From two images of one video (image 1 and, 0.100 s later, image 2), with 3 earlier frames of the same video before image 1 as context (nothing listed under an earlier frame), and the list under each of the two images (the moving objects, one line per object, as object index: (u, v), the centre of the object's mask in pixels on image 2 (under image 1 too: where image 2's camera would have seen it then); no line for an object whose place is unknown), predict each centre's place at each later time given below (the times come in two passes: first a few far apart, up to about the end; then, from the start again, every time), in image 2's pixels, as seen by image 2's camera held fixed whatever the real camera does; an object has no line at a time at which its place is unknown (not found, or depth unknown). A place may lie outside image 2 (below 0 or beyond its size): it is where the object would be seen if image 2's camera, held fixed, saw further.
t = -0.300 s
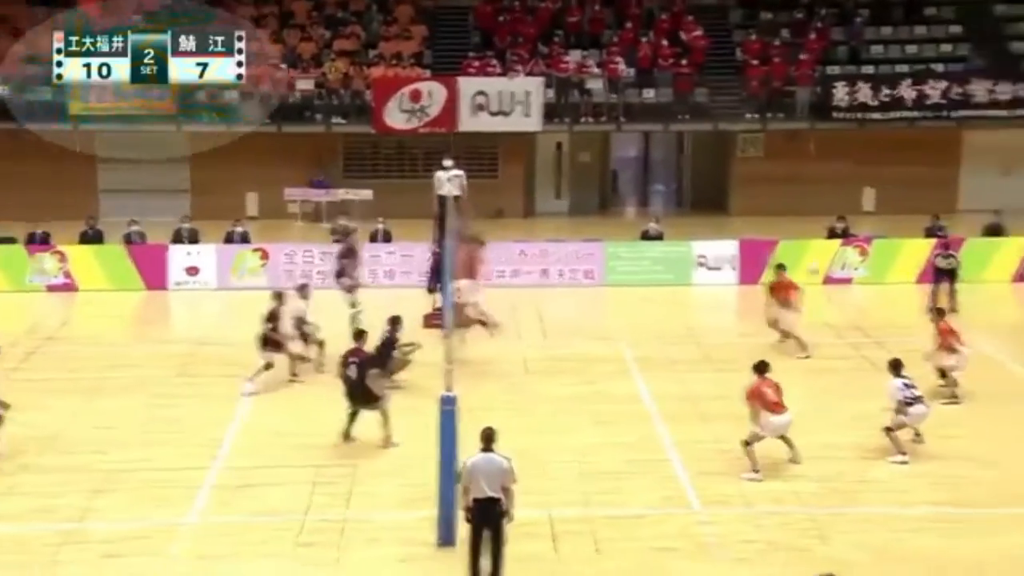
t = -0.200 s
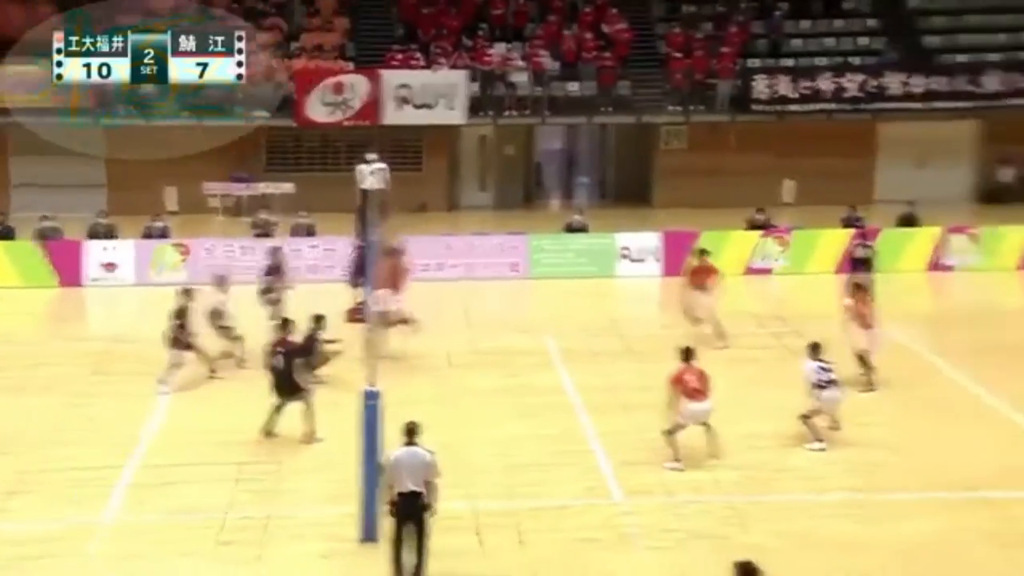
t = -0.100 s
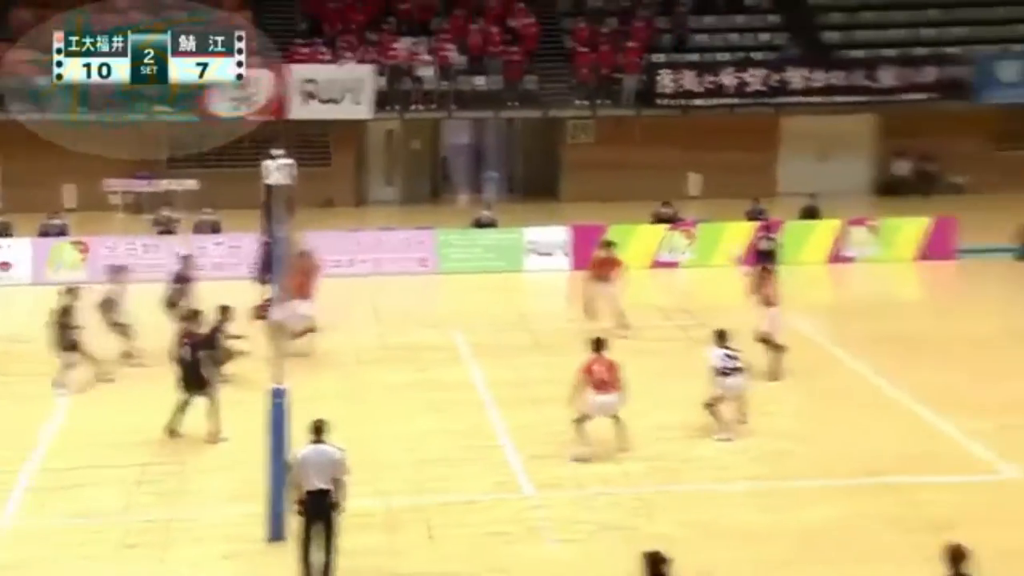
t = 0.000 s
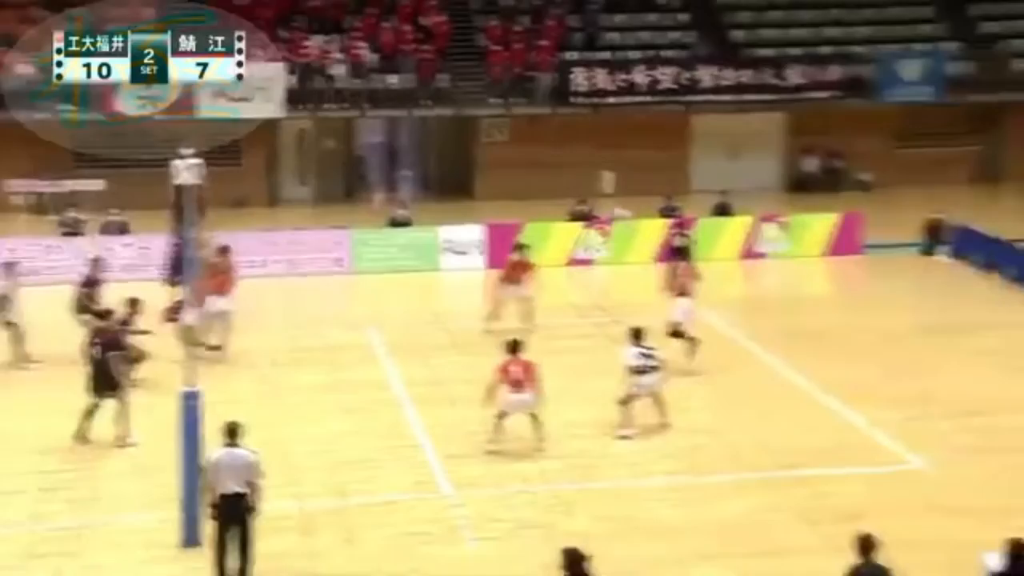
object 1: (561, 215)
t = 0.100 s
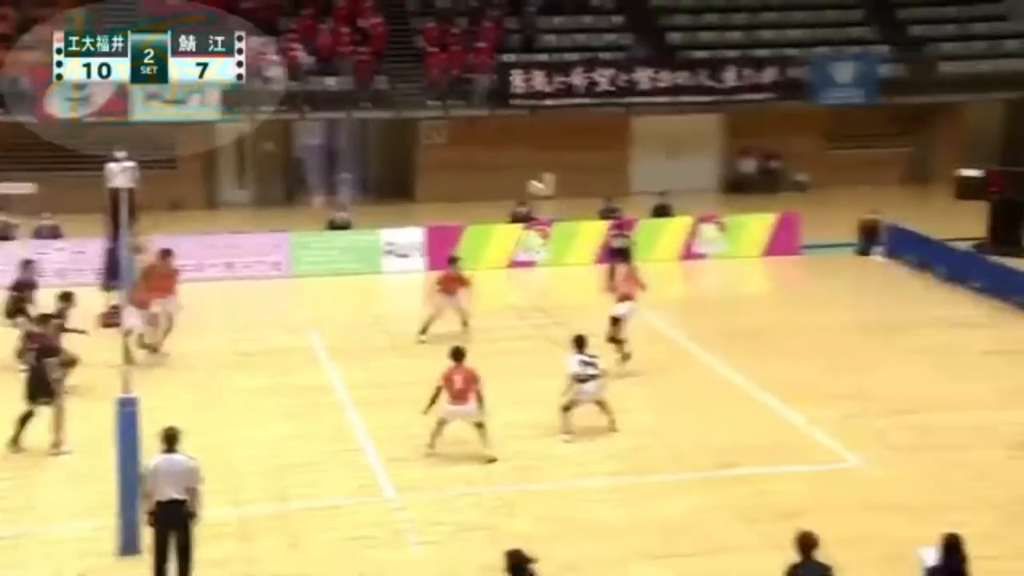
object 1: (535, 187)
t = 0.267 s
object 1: (496, 155)
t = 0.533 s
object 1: (437, 139)
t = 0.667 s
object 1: (410, 148)
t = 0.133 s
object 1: (527, 179)
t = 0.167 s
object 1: (519, 172)
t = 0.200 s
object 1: (512, 165)
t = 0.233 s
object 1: (504, 160)
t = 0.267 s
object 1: (496, 155)
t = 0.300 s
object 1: (488, 150)
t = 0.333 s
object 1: (480, 147)
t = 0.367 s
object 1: (473, 143)
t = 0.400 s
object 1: (465, 142)
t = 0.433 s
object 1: (458, 140)
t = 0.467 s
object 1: (451, 139)
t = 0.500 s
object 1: (444, 139)
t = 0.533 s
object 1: (437, 139)
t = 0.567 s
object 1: (430, 140)
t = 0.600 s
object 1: (424, 143)
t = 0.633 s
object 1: (417, 145)
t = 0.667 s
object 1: (410, 148)
